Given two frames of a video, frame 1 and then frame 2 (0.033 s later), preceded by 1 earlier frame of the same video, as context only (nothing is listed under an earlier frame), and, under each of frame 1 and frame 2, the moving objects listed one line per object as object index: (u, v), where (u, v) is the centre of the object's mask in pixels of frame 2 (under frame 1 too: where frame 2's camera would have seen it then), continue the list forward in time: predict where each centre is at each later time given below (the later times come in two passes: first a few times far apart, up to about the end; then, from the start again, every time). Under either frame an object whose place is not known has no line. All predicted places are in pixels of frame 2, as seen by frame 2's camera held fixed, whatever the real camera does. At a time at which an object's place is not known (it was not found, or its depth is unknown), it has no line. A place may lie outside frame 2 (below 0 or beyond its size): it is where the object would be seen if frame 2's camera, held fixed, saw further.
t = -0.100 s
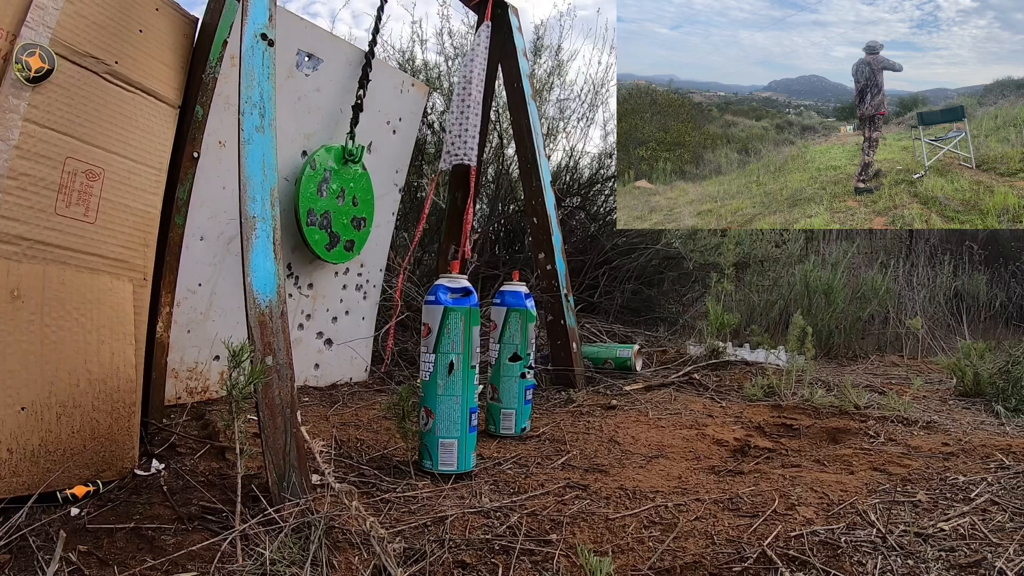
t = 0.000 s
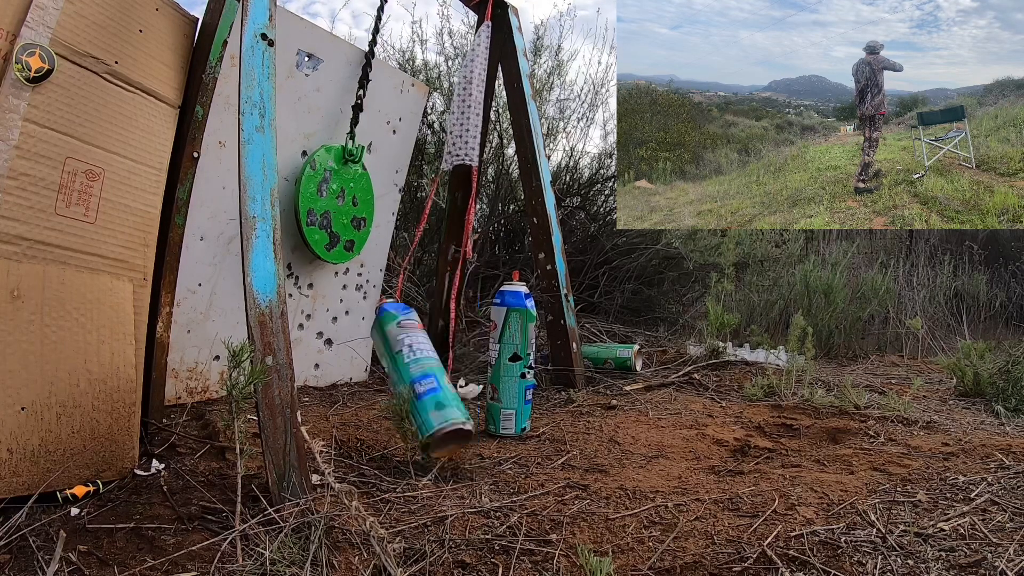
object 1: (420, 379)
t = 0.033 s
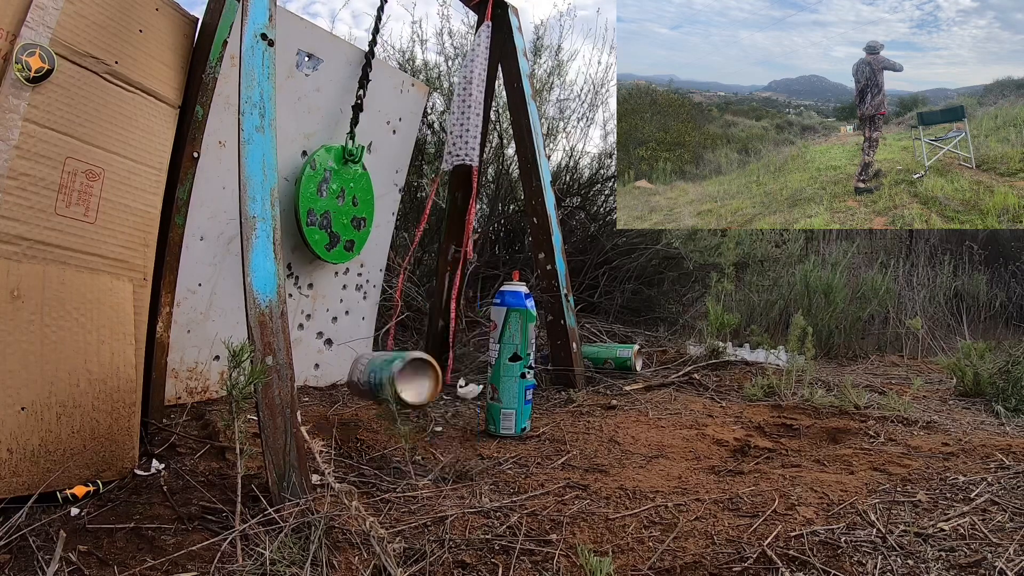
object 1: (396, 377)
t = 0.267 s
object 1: (208, 327)
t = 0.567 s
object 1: (197, 385)
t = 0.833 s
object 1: (197, 386)
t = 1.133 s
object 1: (197, 385)
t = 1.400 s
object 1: (197, 385)
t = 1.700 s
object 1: (197, 385)
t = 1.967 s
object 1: (196, 385)
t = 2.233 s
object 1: (197, 386)
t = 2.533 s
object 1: (197, 386)
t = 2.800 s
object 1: (197, 385)
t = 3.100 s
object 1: (197, 385)
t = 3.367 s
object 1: (197, 386)
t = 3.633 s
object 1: (197, 386)
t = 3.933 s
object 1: (196, 386)
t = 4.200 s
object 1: (196, 386)
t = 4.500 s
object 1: (197, 386)
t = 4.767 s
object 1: (196, 386)
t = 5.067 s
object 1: (196, 386)
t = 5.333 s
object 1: (196, 386)
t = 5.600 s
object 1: (196, 386)
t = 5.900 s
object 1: (196, 386)
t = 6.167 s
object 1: (196, 386)
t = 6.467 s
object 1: (196, 386)
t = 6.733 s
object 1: (196, 386)
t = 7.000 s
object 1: (196, 386)
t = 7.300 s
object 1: (196, 386)
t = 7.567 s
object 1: (196, 386)
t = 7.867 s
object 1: (196, 386)
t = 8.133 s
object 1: (196, 386)
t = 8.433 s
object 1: (196, 386)
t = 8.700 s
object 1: (196, 386)
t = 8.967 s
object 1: (196, 386)
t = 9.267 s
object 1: (196, 386)
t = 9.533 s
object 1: (196, 386)
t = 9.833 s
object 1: (196, 386)
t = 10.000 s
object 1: (196, 386)
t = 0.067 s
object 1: (362, 358)
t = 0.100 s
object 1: (333, 336)
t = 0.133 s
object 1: (312, 326)
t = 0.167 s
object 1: (307, 339)
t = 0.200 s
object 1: (227, 294)
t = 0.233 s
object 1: (213, 311)
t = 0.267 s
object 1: (208, 327)
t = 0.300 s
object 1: (201, 342)
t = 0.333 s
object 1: (200, 358)
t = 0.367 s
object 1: (198, 375)
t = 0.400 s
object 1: (197, 385)
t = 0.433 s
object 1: (196, 388)
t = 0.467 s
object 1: (195, 389)
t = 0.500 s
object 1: (196, 388)
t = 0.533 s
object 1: (197, 386)
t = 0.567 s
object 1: (197, 385)
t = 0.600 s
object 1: (197, 384)
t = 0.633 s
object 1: (197, 385)
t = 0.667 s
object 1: (196, 386)
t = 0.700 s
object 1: (197, 386)
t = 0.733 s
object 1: (197, 386)
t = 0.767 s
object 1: (197, 386)
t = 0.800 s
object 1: (197, 386)
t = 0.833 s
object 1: (197, 386)
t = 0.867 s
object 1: (197, 386)
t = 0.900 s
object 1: (197, 386)
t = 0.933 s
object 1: (197, 386)
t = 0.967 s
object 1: (197, 386)
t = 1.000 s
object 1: (197, 386)
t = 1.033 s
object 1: (197, 386)
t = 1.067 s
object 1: (197, 386)
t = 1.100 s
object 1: (197, 385)
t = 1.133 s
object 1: (197, 385)
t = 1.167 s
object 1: (197, 385)
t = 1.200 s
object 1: (197, 385)
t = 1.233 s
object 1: (197, 385)
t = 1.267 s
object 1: (197, 385)
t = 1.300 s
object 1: (197, 386)
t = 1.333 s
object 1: (197, 385)
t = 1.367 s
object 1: (197, 386)
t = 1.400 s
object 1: (197, 385)
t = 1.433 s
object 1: (197, 386)
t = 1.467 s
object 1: (197, 385)
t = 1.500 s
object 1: (197, 385)
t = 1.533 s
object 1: (197, 386)
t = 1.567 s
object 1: (197, 385)
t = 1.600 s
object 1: (197, 386)
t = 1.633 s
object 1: (197, 386)
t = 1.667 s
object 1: (197, 386)
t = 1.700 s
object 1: (197, 385)
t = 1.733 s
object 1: (197, 385)
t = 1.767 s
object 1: (197, 386)
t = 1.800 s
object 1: (196, 385)
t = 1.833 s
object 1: (196, 385)
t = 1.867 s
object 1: (197, 386)
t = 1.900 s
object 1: (196, 386)
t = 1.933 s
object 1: (196, 386)
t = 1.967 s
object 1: (196, 385)
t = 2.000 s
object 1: (196, 385)
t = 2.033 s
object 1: (197, 385)
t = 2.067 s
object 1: (196, 385)
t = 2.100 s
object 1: (196, 385)
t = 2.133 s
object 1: (197, 386)
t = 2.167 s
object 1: (196, 386)
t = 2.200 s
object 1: (197, 386)
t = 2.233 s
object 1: (197, 386)
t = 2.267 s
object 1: (196, 385)
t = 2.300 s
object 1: (197, 385)
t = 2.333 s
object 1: (197, 385)
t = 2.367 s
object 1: (197, 386)
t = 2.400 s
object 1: (197, 385)
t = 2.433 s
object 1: (197, 385)
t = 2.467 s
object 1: (197, 386)
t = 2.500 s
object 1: (197, 385)
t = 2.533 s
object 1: (197, 386)
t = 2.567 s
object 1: (197, 385)
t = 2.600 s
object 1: (197, 386)
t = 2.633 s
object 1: (197, 385)
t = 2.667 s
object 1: (197, 385)
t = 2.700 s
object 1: (197, 386)
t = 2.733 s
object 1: (197, 385)
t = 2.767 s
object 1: (197, 385)
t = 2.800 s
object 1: (197, 385)
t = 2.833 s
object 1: (196, 386)
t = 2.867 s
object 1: (197, 385)
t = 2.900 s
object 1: (196, 385)
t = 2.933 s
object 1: (197, 386)
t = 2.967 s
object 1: (197, 385)
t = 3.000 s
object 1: (197, 385)
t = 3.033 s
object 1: (197, 385)
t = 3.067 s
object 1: (196, 386)
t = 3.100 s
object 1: (197, 385)
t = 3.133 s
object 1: (197, 385)
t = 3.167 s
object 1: (197, 385)
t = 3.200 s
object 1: (197, 385)
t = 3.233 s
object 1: (197, 385)
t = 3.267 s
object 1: (197, 386)
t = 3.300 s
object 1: (197, 385)
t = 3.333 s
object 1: (197, 386)
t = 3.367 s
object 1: (197, 386)
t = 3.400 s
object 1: (197, 386)
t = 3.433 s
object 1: (197, 386)
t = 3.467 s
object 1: (197, 386)
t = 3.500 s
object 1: (197, 386)
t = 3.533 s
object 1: (197, 386)
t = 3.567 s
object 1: (197, 386)
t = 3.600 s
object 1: (197, 386)
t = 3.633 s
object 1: (197, 386)
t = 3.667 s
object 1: (197, 386)
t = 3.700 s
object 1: (196, 386)
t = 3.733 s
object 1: (196, 386)
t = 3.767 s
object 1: (196, 386)
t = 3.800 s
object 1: (196, 386)
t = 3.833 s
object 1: (196, 386)
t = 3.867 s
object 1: (196, 386)
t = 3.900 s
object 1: (196, 386)
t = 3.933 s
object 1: (196, 386)
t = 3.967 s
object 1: (196, 386)
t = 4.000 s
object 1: (196, 386)
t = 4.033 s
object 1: (196, 386)
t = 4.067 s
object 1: (196, 386)
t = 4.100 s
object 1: (196, 386)
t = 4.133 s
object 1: (196, 386)
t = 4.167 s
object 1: (196, 386)
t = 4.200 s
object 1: (196, 386)
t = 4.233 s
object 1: (196, 386)
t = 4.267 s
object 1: (197, 386)
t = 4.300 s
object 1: (197, 386)
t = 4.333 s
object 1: (197, 386)
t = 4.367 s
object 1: (197, 386)
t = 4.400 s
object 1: (197, 386)
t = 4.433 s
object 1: (197, 386)
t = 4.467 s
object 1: (197, 386)
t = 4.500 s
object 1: (197, 386)
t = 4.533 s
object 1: (197, 386)
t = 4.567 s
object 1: (197, 386)
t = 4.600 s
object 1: (197, 386)
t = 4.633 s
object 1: (197, 386)
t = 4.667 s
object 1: (197, 386)
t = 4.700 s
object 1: (196, 386)
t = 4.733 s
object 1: (197, 386)
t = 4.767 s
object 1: (196, 386)
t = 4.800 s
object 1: (196, 386)
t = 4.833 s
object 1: (196, 386)
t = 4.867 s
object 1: (196, 386)
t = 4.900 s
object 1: (196, 386)
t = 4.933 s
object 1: (196, 386)
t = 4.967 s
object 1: (196, 386)
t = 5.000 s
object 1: (196, 386)
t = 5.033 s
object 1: (196, 386)
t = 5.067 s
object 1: (196, 386)
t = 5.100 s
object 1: (196, 386)
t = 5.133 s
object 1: (196, 386)
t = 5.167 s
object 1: (196, 386)
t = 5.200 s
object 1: (196, 386)
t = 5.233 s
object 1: (196, 386)
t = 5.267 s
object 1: (196, 386)
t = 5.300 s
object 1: (196, 386)
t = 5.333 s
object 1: (196, 386)
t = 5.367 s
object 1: (196, 386)
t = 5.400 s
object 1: (196, 386)
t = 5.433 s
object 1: (196, 386)
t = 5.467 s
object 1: (196, 386)
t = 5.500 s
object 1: (196, 386)
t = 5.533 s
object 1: (196, 386)
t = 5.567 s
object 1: (196, 386)
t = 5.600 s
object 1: (196, 386)
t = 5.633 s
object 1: (196, 386)
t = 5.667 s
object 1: (196, 386)
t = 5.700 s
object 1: (196, 386)
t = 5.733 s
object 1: (196, 386)
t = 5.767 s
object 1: (196, 386)
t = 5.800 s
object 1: (196, 386)
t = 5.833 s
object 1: (196, 386)
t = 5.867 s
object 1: (196, 386)
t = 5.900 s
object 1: (196, 386)
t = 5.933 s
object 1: (196, 386)
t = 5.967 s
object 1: (196, 386)
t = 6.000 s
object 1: (196, 386)
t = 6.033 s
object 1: (196, 386)
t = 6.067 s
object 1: (196, 386)
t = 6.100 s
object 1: (196, 386)
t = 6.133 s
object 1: (196, 386)
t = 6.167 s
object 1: (196, 386)
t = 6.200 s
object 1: (196, 386)
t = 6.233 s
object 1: (196, 386)
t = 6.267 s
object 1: (196, 386)
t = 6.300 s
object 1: (196, 386)
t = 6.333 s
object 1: (196, 386)
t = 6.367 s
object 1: (196, 386)
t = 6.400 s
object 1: (196, 386)
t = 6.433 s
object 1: (196, 386)
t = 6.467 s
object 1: (196, 386)
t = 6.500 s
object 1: (196, 386)
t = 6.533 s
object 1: (196, 386)
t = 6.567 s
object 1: (196, 386)
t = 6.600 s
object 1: (196, 386)
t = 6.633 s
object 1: (196, 386)
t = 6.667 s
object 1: (196, 386)
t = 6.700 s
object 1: (196, 386)
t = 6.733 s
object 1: (196, 386)
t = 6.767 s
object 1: (196, 386)
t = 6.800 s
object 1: (196, 386)
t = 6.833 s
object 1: (196, 386)
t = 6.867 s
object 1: (196, 386)
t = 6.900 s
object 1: (196, 386)
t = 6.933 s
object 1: (196, 386)
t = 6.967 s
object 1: (196, 386)
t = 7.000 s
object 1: (196, 386)
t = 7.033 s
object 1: (196, 386)
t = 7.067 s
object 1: (196, 386)
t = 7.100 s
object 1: (196, 386)
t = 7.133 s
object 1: (196, 386)
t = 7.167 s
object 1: (196, 386)
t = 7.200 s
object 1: (196, 386)
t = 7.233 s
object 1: (196, 386)
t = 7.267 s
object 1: (196, 386)
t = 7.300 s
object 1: (196, 386)
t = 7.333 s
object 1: (196, 386)
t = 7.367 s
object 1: (196, 386)
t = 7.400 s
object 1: (196, 386)
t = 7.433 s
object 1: (196, 386)
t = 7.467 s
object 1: (196, 386)
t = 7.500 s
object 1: (196, 386)
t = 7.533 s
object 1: (196, 386)
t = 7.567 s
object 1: (196, 386)
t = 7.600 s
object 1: (196, 386)
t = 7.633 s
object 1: (196, 386)
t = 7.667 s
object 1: (196, 386)
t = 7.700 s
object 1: (196, 386)
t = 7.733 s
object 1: (196, 386)
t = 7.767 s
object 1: (196, 386)
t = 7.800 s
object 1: (196, 386)
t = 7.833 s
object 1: (196, 386)
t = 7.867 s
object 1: (196, 386)
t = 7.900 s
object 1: (196, 386)
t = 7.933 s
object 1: (196, 386)
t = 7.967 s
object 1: (196, 386)
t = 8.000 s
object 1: (196, 386)
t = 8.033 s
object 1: (196, 386)
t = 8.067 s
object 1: (196, 386)
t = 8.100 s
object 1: (196, 386)
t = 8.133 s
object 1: (196, 386)
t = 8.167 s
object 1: (196, 386)
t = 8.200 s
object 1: (196, 386)
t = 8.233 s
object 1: (196, 386)
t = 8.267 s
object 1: (196, 386)
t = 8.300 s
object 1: (196, 386)
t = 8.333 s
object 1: (196, 386)
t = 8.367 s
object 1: (196, 386)
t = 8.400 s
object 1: (196, 386)
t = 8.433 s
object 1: (196, 386)
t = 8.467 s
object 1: (196, 386)
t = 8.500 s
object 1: (196, 386)
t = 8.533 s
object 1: (196, 386)
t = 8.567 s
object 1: (196, 386)
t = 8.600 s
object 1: (196, 386)
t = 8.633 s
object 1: (196, 386)
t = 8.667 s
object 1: (196, 386)
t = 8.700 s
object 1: (196, 386)
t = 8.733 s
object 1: (196, 386)
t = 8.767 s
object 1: (196, 386)
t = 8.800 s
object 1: (196, 386)
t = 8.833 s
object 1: (196, 386)
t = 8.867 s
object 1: (196, 386)
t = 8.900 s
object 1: (196, 386)
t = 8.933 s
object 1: (196, 386)
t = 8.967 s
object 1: (196, 386)
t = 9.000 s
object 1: (196, 386)
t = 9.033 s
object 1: (196, 386)
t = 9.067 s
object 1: (196, 386)
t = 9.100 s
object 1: (196, 386)
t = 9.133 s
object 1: (196, 386)
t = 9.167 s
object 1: (196, 386)
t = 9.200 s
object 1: (196, 386)
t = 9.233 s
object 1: (196, 386)
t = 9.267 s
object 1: (196, 386)
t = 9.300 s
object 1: (196, 386)
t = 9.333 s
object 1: (196, 386)
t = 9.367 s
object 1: (196, 386)
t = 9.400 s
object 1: (196, 386)
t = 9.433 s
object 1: (196, 386)
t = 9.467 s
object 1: (196, 386)
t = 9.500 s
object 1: (196, 386)
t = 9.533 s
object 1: (196, 386)
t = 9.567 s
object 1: (196, 386)
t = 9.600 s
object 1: (196, 386)
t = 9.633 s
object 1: (196, 386)
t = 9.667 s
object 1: (196, 386)
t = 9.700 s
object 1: (196, 386)
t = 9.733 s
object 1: (196, 386)
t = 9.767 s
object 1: (196, 386)
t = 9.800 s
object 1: (196, 386)
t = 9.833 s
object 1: (196, 386)
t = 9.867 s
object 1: (196, 386)
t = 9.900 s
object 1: (196, 386)
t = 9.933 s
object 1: (196, 386)
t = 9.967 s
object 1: (196, 386)
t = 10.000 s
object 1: (196, 386)
